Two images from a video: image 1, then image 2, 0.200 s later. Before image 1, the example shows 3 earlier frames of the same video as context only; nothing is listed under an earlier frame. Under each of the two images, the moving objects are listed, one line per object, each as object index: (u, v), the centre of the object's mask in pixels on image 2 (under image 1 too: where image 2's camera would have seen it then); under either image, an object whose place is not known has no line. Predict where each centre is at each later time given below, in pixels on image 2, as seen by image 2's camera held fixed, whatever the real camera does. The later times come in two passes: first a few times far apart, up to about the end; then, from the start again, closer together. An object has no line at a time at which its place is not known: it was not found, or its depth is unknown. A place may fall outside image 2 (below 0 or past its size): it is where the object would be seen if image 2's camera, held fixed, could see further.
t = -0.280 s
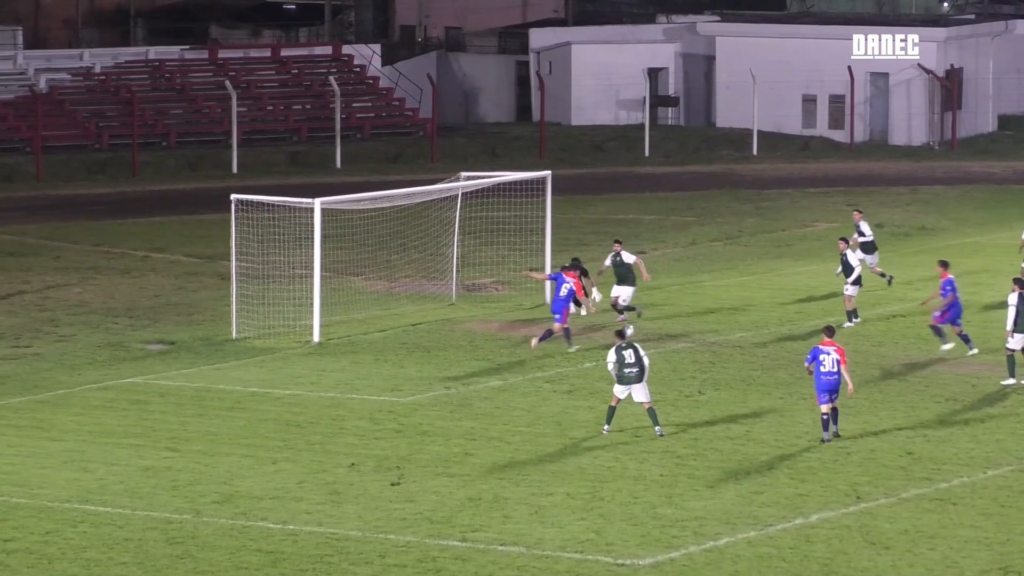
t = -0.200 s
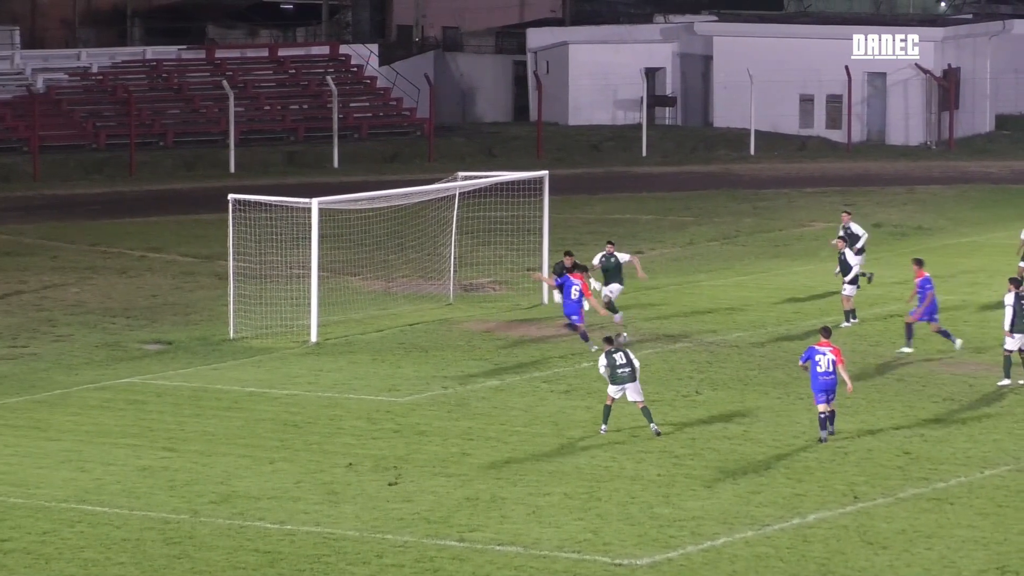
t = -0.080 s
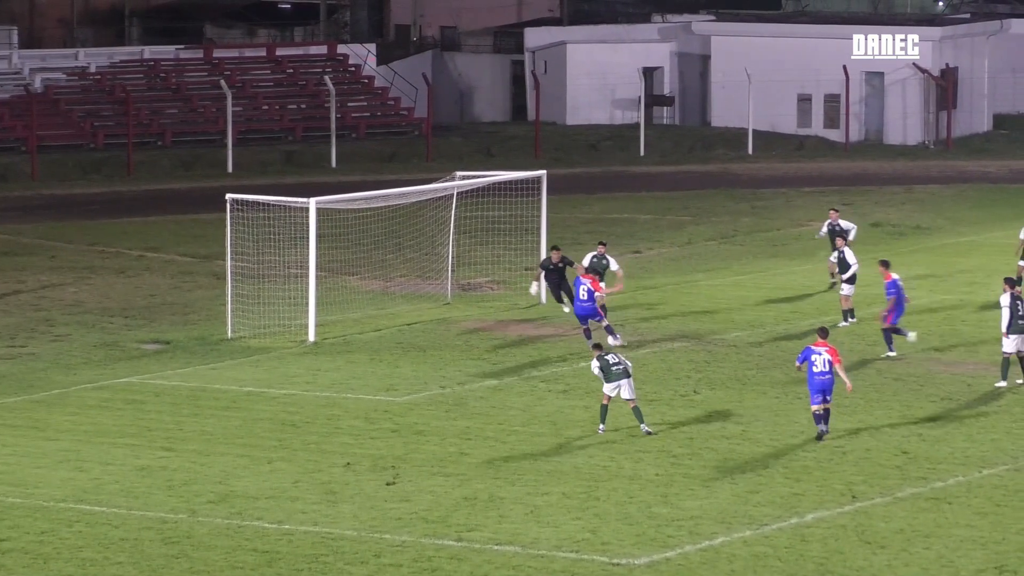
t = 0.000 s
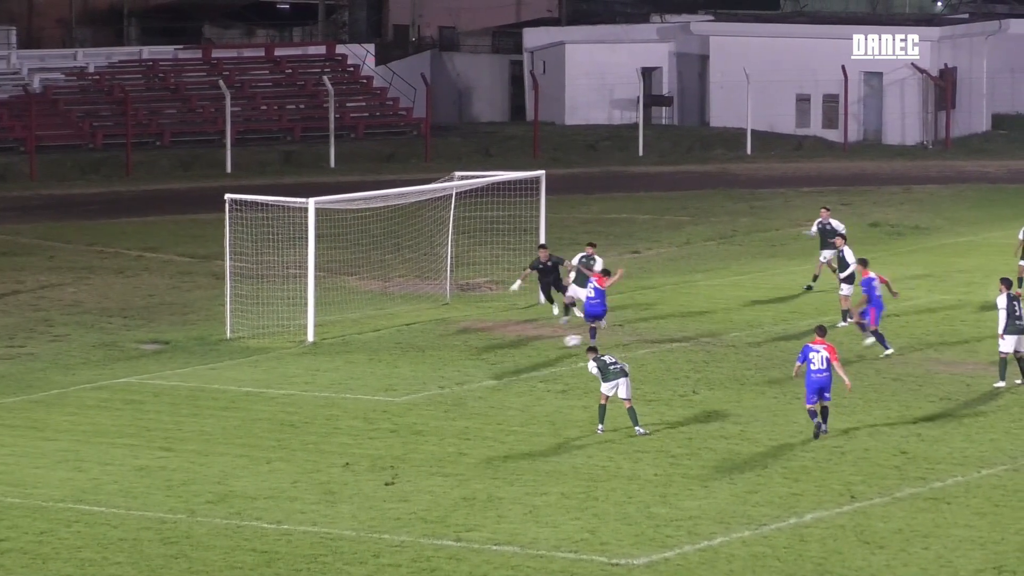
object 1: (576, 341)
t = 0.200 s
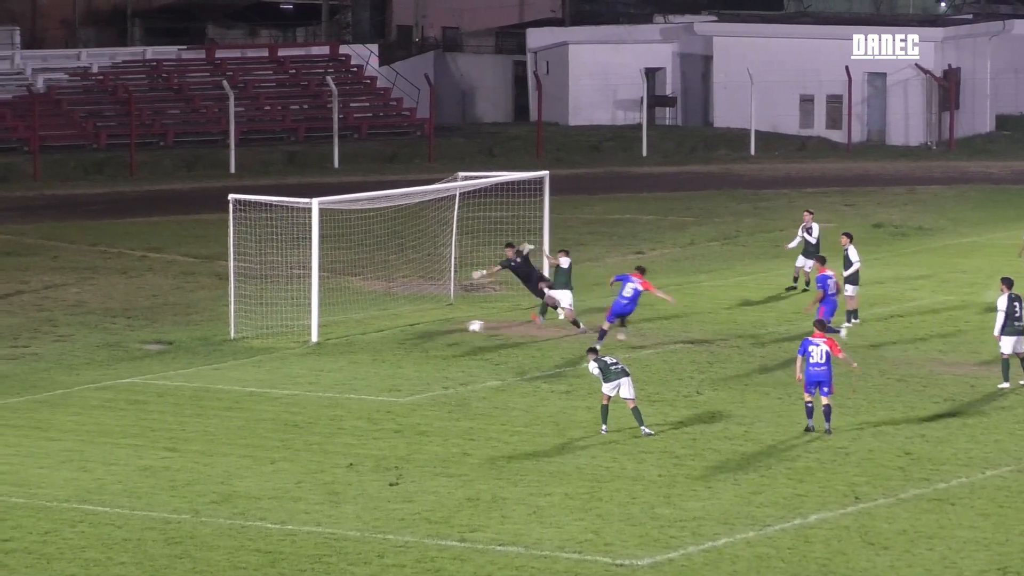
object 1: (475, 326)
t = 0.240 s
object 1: (459, 326)
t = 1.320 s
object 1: (264, 322)
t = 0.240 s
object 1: (459, 326)
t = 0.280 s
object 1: (436, 328)
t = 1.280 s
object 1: (263, 319)
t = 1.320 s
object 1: (264, 322)
